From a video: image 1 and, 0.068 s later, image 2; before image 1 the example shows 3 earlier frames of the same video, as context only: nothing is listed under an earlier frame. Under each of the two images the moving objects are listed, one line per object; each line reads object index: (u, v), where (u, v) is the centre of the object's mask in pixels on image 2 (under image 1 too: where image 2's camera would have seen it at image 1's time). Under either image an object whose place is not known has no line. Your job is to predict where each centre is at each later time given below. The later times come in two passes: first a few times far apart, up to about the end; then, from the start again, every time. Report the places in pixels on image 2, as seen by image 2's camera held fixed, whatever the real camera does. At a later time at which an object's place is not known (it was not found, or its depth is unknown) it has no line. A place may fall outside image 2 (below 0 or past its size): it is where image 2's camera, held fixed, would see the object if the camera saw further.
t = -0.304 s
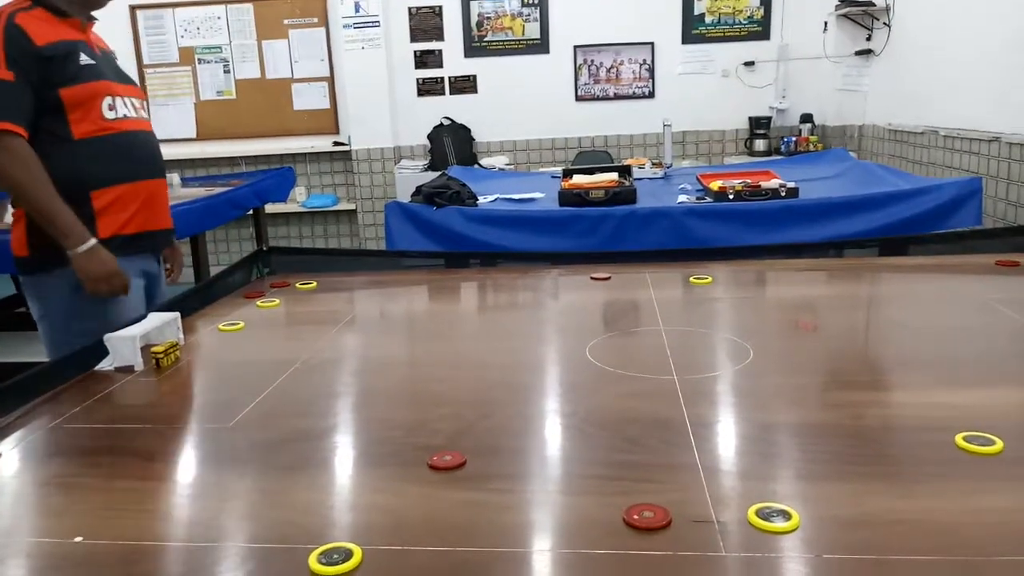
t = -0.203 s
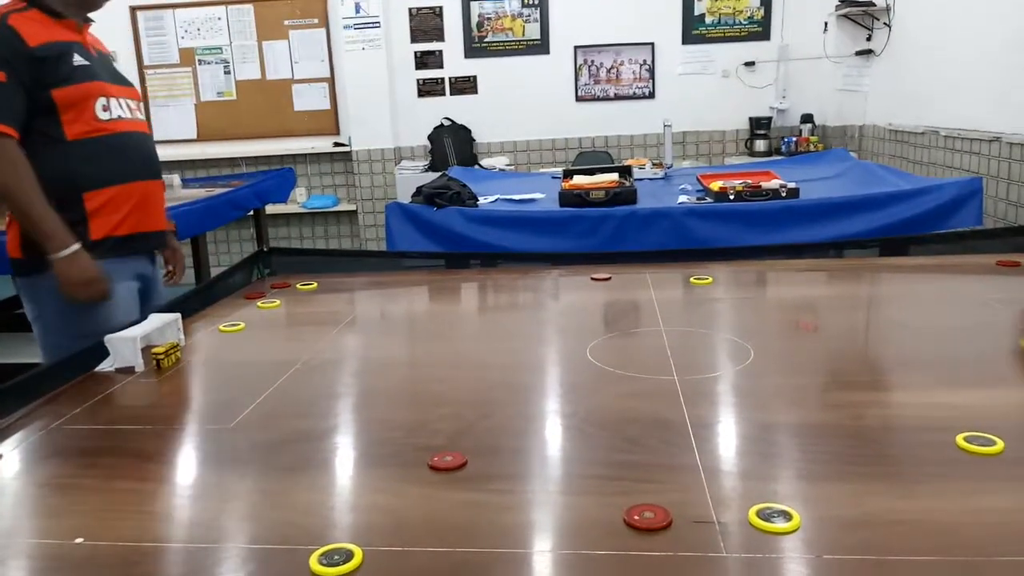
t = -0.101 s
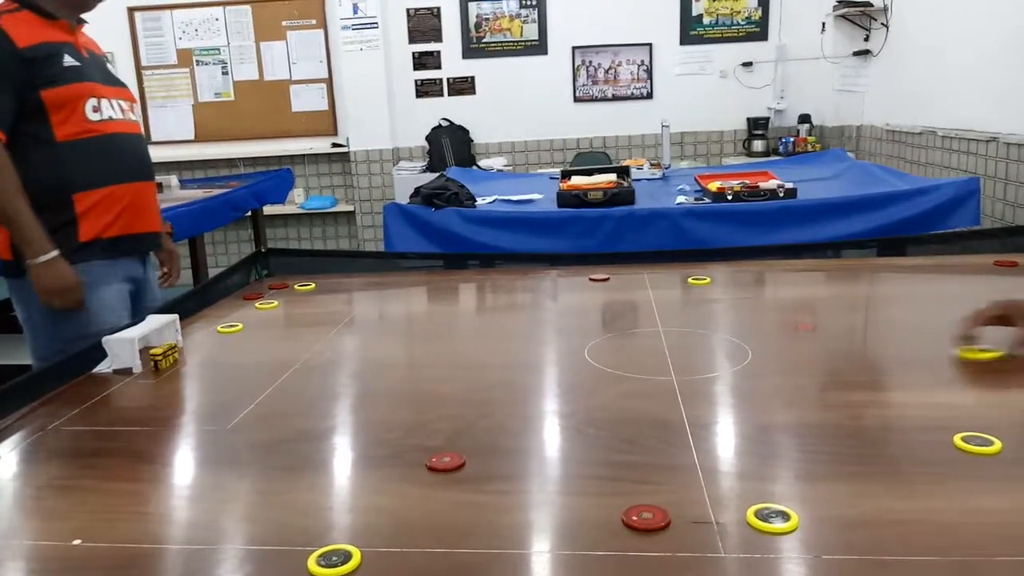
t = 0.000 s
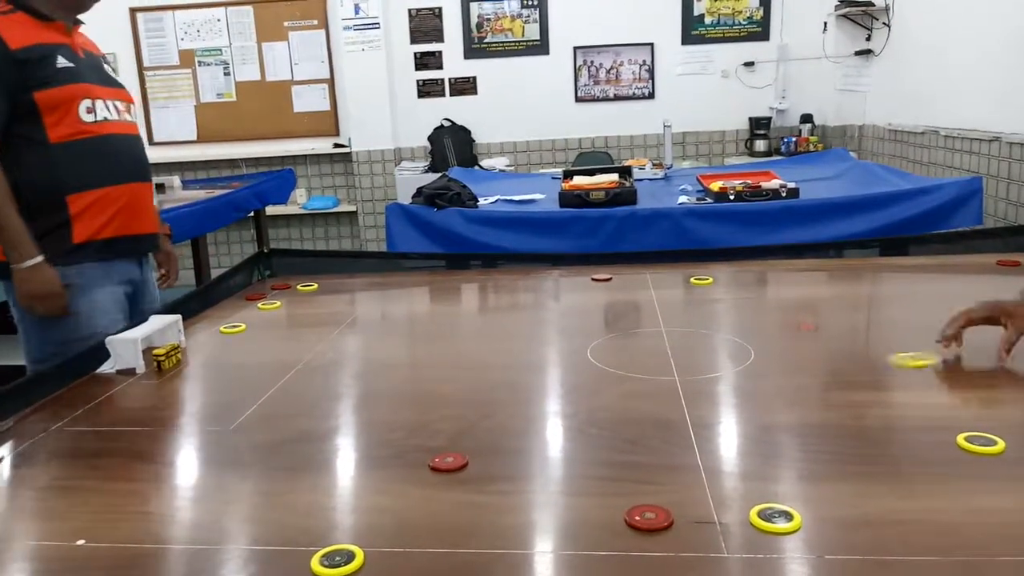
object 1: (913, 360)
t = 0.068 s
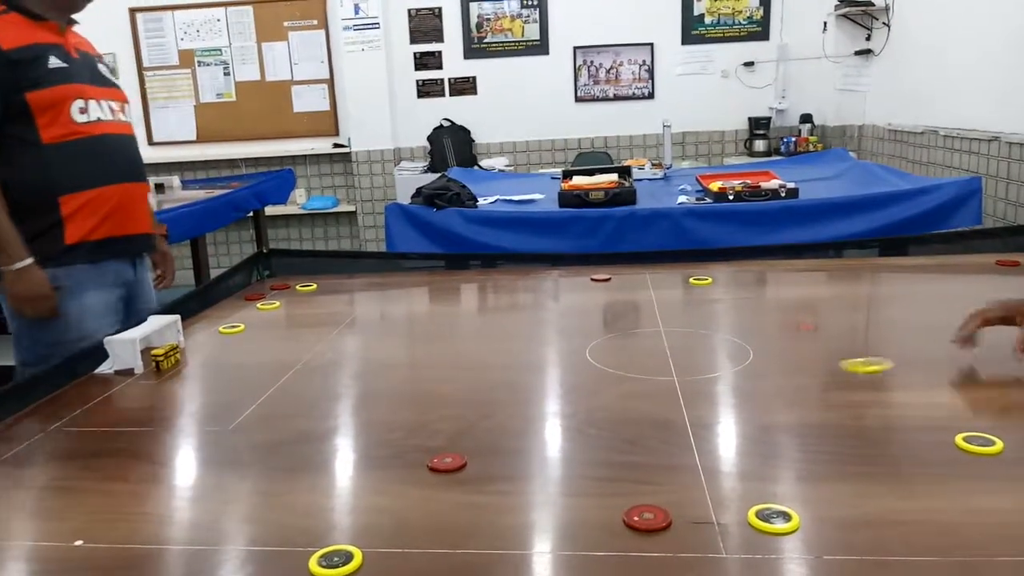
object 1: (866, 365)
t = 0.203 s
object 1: (771, 376)
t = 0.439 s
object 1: (601, 396)
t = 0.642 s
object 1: (450, 413)
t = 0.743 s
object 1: (377, 422)
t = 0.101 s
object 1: (844, 368)
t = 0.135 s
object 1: (820, 371)
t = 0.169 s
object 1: (796, 373)
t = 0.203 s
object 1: (771, 376)
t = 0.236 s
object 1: (751, 379)
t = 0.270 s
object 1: (724, 382)
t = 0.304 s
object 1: (697, 385)
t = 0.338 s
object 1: (675, 387)
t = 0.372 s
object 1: (650, 390)
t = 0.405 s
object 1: (625, 393)
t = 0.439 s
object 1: (601, 396)
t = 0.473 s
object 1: (580, 398)
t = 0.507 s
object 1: (551, 402)
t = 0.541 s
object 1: (522, 405)
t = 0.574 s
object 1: (500, 407)
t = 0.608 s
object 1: (475, 410)
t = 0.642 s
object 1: (450, 413)
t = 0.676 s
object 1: (425, 416)
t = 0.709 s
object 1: (399, 419)
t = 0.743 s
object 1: (377, 422)
